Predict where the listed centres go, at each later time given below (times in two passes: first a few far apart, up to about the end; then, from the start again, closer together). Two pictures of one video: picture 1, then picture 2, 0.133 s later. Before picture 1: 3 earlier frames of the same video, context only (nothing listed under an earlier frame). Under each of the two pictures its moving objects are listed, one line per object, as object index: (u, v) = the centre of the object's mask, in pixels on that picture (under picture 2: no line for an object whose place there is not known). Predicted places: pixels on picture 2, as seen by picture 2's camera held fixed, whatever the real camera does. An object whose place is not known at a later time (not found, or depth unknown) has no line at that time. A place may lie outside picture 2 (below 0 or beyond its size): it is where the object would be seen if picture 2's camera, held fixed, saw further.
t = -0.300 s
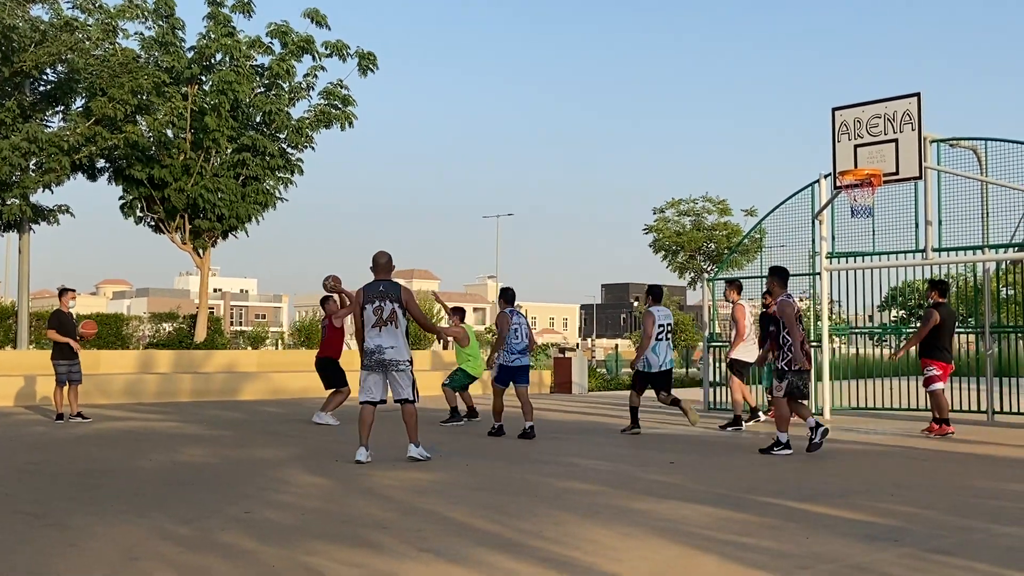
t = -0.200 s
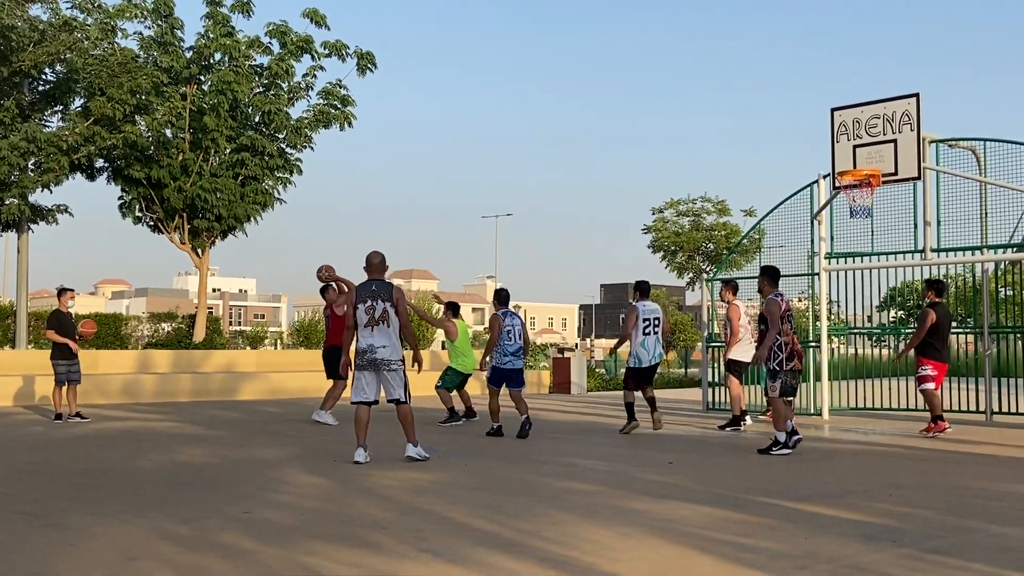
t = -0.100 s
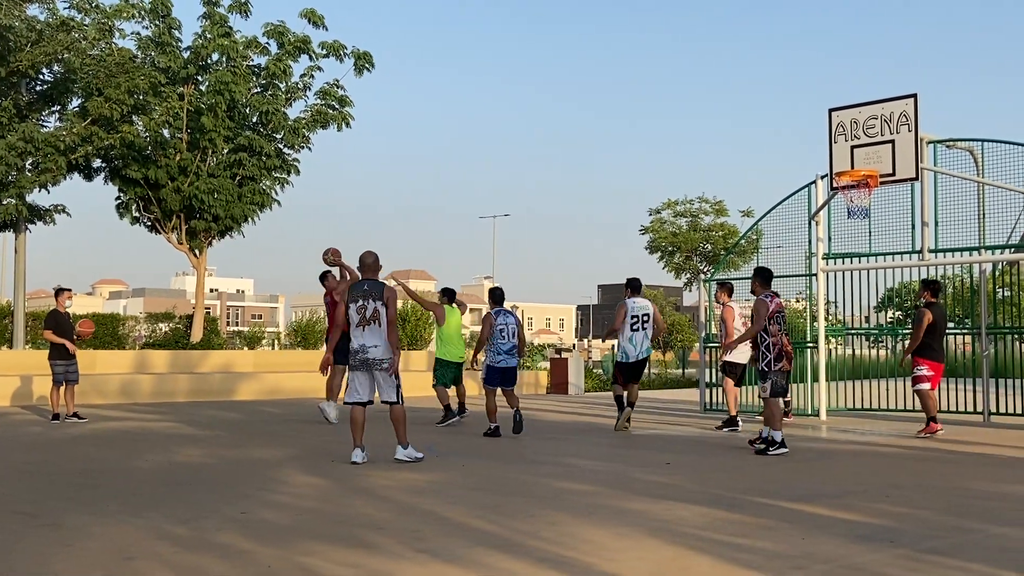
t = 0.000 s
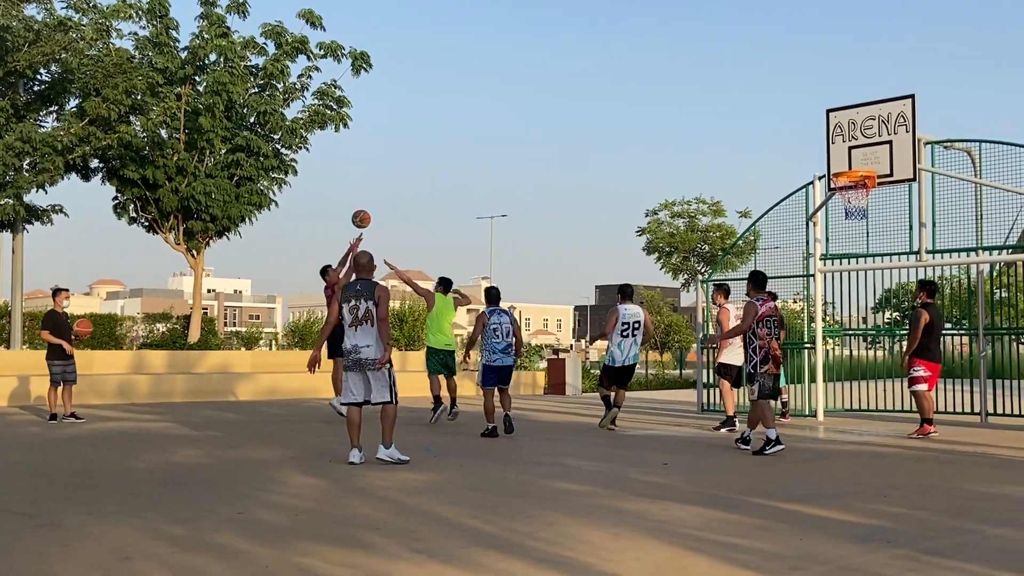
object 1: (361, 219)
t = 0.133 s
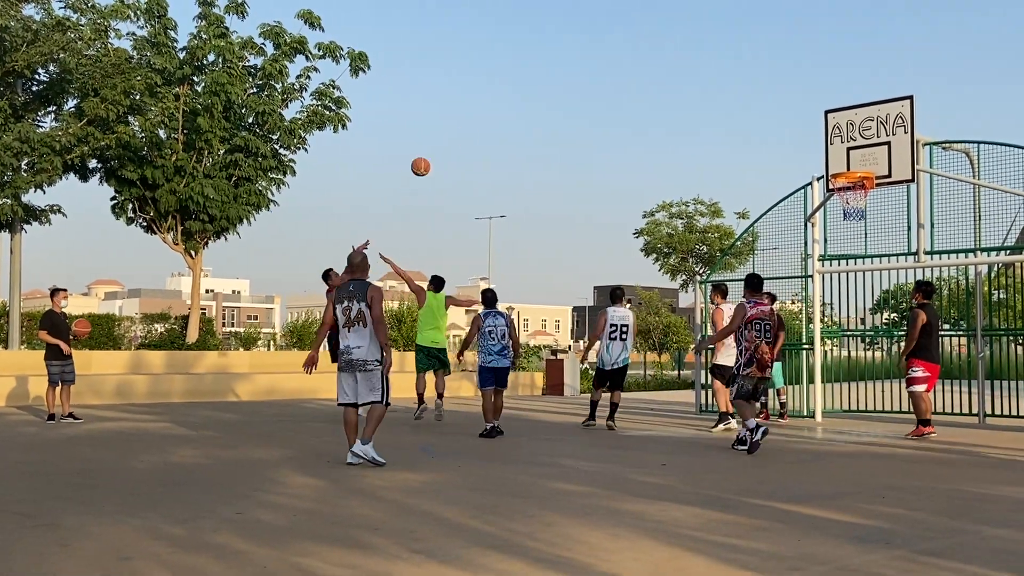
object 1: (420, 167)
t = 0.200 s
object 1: (451, 146)
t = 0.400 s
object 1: (544, 103)
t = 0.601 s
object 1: (637, 90)
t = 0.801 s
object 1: (731, 108)
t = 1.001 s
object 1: (827, 160)
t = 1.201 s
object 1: (840, 186)
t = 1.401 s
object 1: (843, 192)
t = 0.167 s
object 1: (436, 156)
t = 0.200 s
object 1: (451, 146)
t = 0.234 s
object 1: (466, 136)
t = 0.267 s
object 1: (482, 128)
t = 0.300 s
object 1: (497, 121)
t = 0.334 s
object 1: (513, 114)
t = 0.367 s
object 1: (528, 108)
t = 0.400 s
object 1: (544, 103)
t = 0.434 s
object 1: (559, 98)
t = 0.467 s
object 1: (575, 95)
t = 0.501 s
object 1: (590, 92)
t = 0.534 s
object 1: (606, 91)
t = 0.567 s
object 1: (622, 90)
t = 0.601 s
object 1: (637, 90)
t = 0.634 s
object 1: (653, 91)
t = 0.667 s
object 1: (668, 92)
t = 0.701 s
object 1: (684, 95)
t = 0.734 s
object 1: (700, 99)
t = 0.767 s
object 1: (716, 103)
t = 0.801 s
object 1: (731, 108)
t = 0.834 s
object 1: (747, 115)
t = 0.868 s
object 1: (763, 122)
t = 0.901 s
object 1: (779, 130)
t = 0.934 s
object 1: (795, 139)
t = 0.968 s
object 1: (811, 149)
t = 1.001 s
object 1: (827, 160)
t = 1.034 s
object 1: (842, 167)
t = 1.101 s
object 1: (855, 180)
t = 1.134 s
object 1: (853, 189)
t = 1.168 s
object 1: (845, 190)
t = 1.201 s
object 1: (840, 186)
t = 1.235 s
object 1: (839, 186)
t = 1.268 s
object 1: (840, 185)
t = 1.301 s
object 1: (839, 188)
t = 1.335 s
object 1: (839, 189)
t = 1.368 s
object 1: (842, 192)
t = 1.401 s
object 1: (843, 192)
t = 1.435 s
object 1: (847, 202)
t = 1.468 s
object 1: (848, 206)
